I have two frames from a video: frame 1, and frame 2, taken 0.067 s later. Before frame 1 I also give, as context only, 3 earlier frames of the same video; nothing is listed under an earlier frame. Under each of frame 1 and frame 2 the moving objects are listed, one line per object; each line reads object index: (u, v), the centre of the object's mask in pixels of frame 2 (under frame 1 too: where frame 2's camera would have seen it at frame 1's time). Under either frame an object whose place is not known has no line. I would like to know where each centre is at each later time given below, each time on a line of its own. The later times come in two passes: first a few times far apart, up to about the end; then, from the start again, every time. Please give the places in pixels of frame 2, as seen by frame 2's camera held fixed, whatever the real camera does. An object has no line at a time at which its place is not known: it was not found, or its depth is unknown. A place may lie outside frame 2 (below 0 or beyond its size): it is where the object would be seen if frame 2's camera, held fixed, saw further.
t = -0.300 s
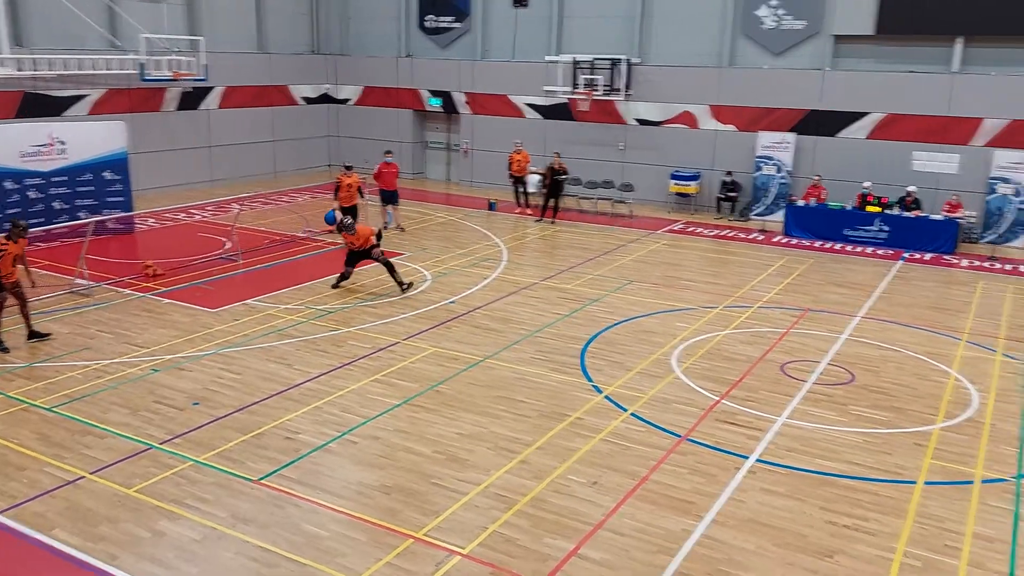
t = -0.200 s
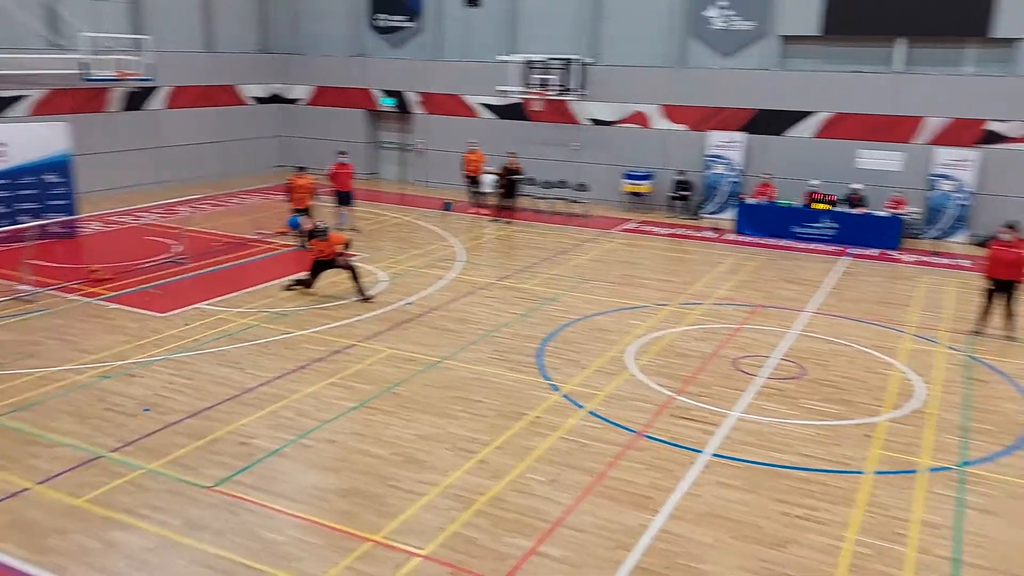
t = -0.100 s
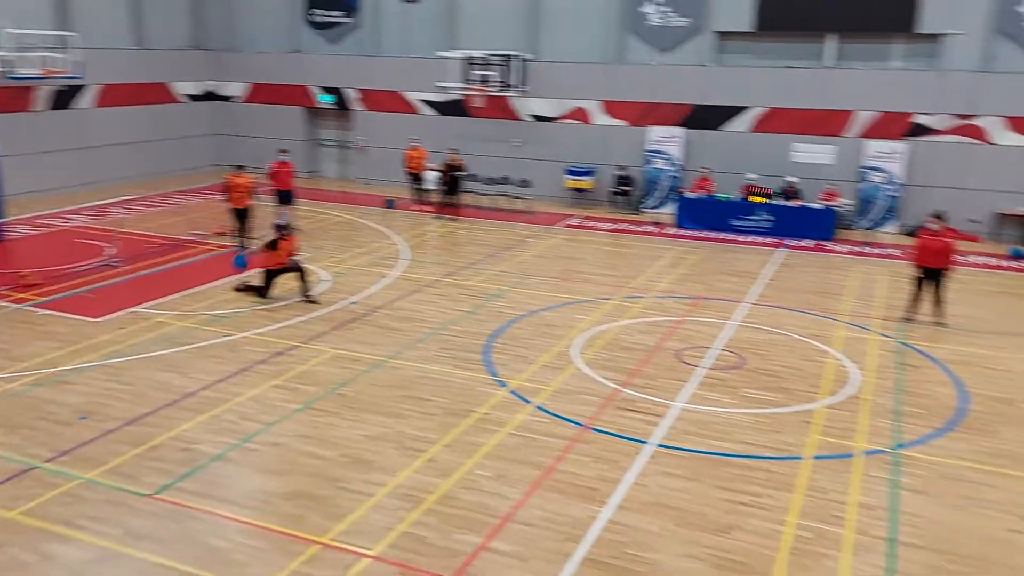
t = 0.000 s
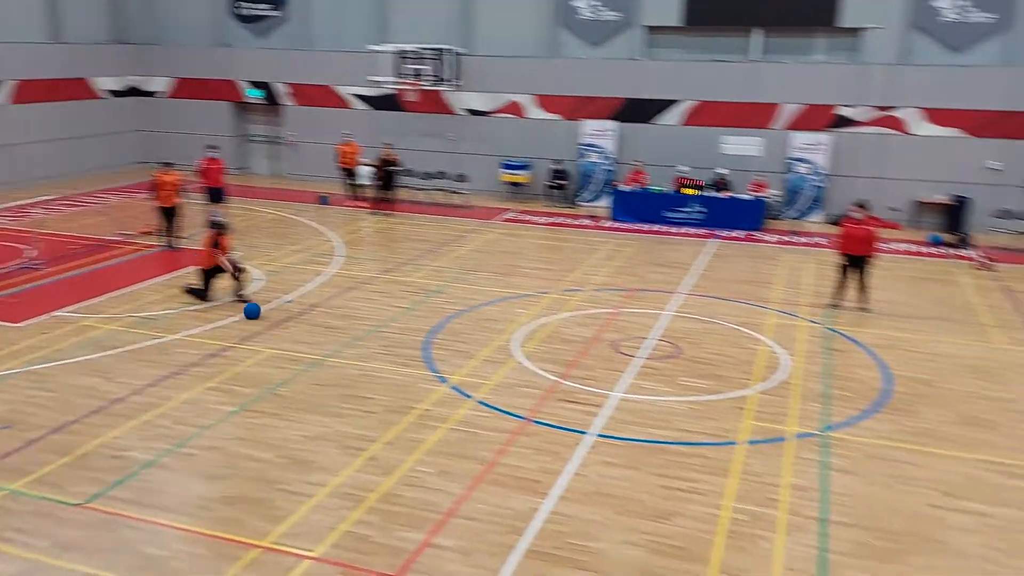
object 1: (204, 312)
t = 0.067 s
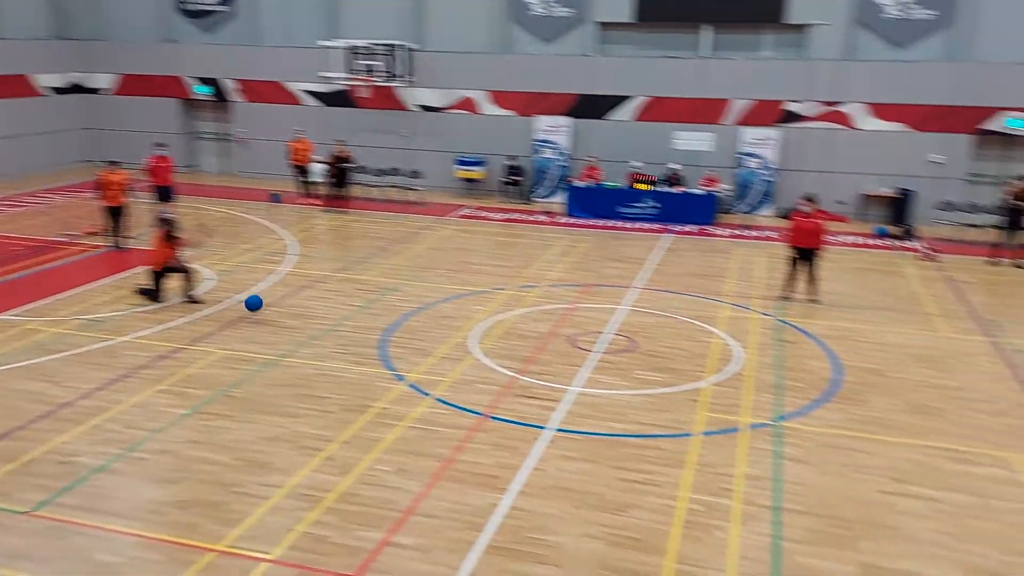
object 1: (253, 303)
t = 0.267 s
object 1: (403, 292)
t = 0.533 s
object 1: (608, 327)
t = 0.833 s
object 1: (843, 337)
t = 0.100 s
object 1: (278, 299)
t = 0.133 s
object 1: (303, 296)
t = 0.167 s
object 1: (328, 294)
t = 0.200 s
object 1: (353, 293)
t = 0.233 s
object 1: (378, 292)
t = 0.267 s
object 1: (403, 292)
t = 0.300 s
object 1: (429, 293)
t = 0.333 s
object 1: (454, 296)
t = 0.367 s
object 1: (480, 299)
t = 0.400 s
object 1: (505, 303)
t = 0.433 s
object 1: (531, 307)
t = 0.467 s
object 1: (557, 313)
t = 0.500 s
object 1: (582, 320)
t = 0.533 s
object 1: (608, 327)
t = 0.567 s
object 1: (633, 335)
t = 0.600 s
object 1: (659, 341)
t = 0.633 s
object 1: (685, 337)
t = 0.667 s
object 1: (712, 335)
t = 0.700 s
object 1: (737, 334)
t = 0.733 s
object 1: (764, 333)
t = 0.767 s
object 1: (790, 333)
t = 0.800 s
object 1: (817, 334)
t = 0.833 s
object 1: (843, 337)
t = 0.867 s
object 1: (870, 339)
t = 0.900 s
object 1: (896, 343)
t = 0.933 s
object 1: (924, 348)
